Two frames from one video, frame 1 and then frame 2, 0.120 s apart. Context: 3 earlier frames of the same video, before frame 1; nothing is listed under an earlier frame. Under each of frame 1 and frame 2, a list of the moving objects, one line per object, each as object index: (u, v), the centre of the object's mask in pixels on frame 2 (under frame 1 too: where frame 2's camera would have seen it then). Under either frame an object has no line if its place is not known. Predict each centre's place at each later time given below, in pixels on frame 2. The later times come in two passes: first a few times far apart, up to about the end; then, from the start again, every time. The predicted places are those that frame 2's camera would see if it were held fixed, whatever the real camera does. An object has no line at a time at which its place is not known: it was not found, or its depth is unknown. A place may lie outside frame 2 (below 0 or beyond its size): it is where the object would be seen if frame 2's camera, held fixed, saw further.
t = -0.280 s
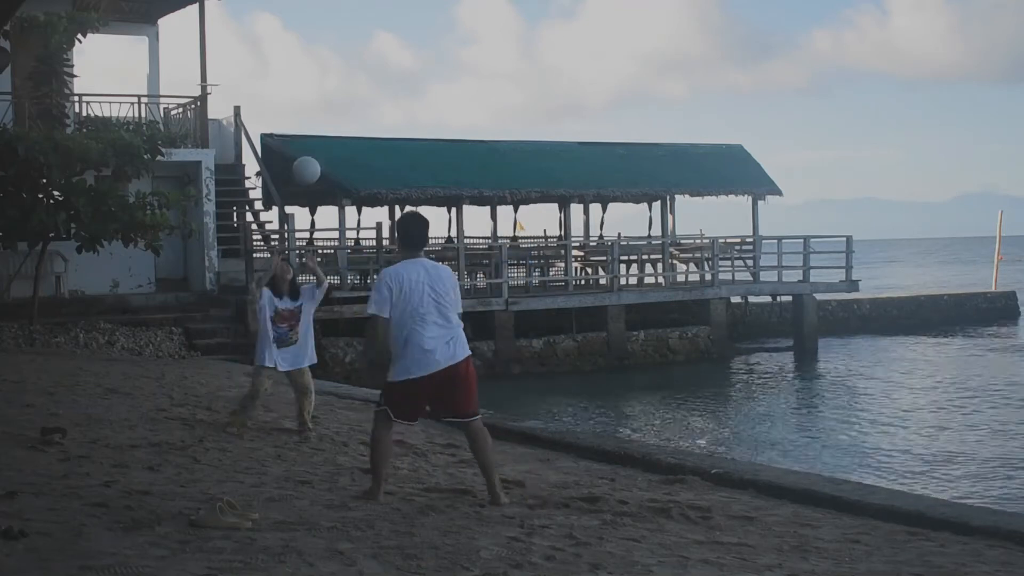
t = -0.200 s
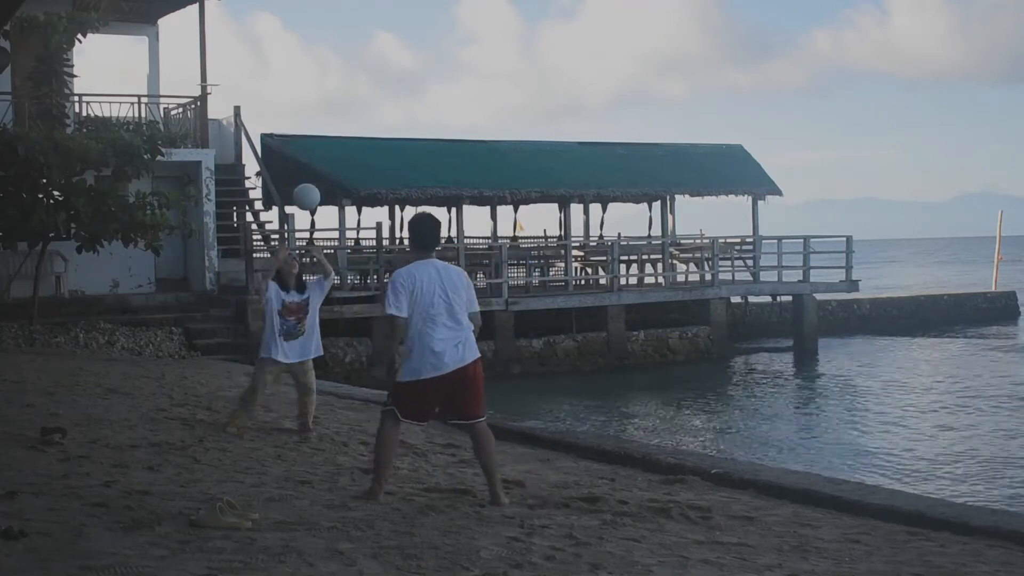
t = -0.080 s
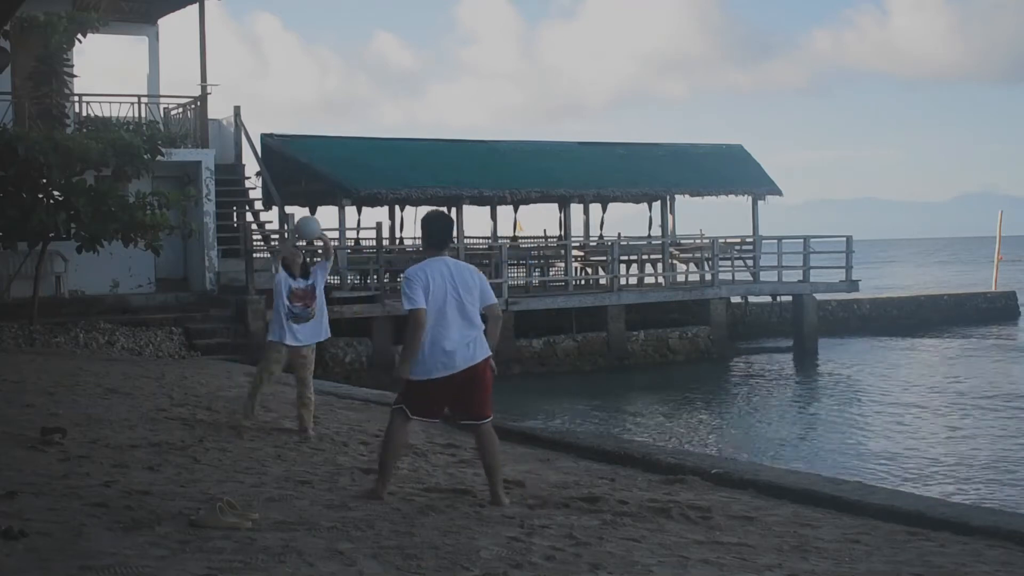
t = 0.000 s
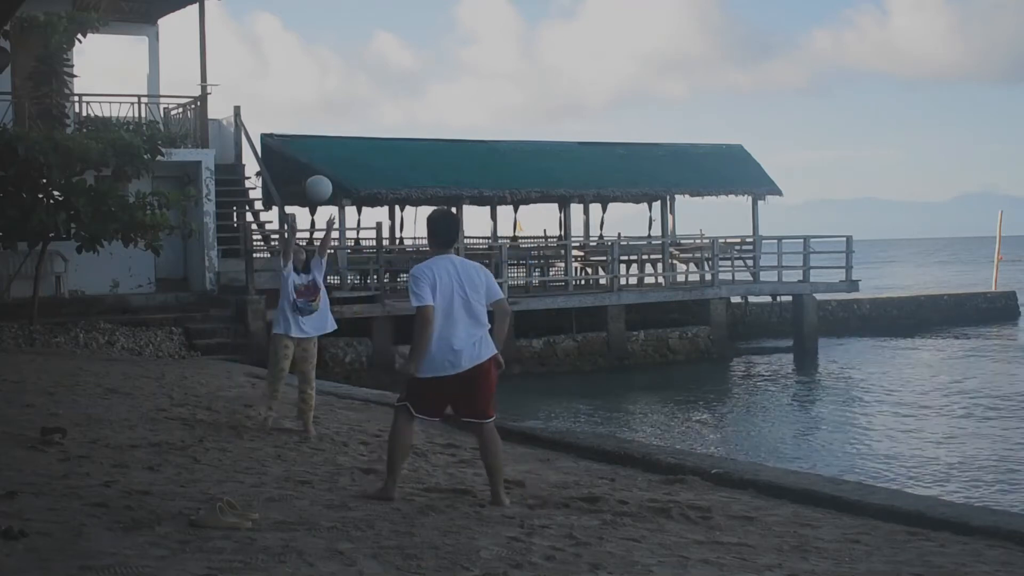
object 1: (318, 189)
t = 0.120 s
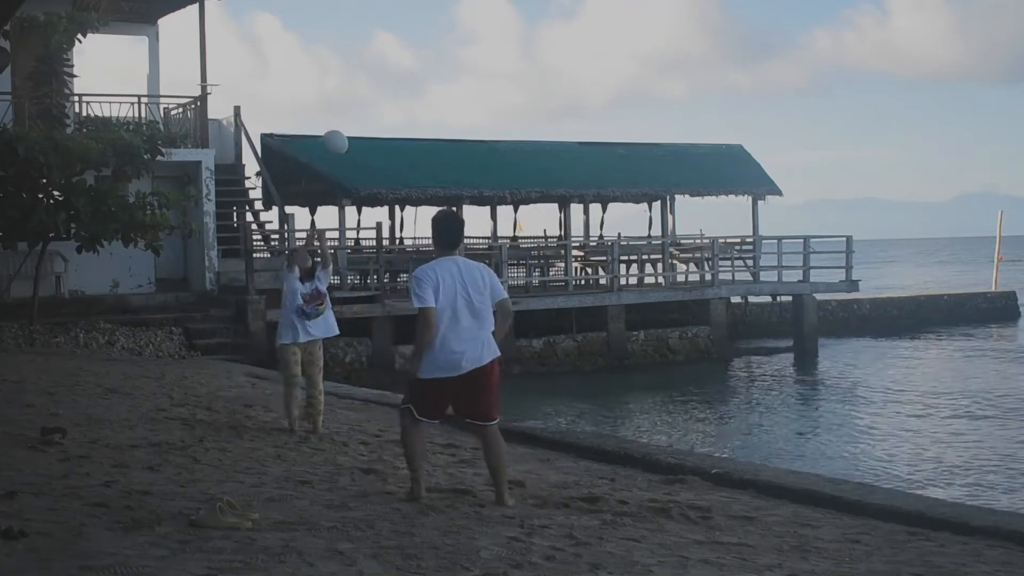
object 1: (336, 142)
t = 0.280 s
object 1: (355, 109)
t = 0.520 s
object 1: (396, 119)
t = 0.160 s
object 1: (339, 131)
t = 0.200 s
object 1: (345, 121)
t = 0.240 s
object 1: (350, 114)
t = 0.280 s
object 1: (355, 109)
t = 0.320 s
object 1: (362, 104)
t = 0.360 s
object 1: (368, 102)
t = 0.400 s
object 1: (376, 103)
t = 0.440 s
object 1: (381, 105)
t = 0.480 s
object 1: (387, 109)
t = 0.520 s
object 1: (396, 119)
